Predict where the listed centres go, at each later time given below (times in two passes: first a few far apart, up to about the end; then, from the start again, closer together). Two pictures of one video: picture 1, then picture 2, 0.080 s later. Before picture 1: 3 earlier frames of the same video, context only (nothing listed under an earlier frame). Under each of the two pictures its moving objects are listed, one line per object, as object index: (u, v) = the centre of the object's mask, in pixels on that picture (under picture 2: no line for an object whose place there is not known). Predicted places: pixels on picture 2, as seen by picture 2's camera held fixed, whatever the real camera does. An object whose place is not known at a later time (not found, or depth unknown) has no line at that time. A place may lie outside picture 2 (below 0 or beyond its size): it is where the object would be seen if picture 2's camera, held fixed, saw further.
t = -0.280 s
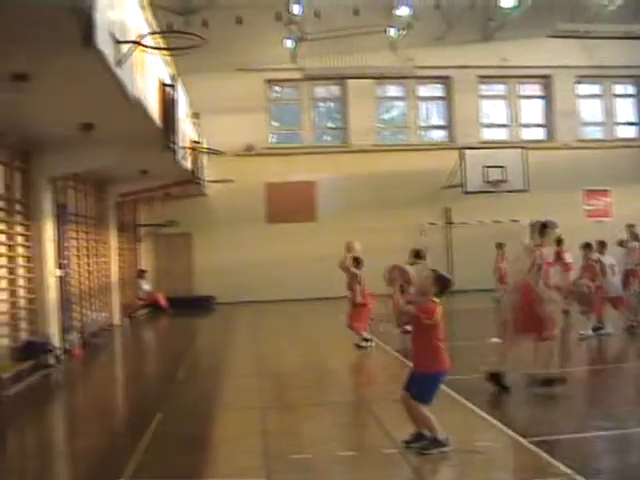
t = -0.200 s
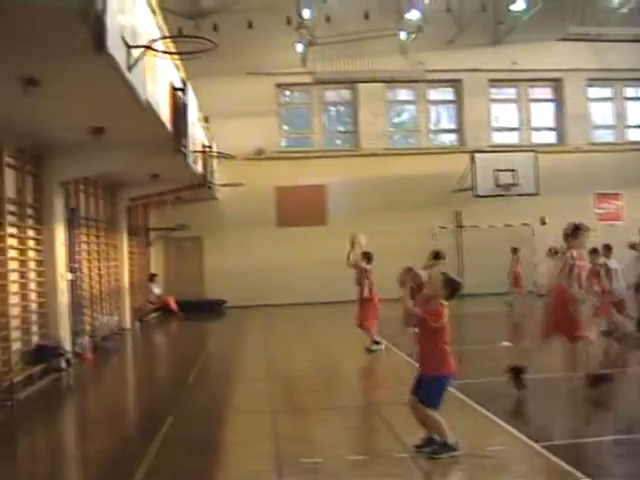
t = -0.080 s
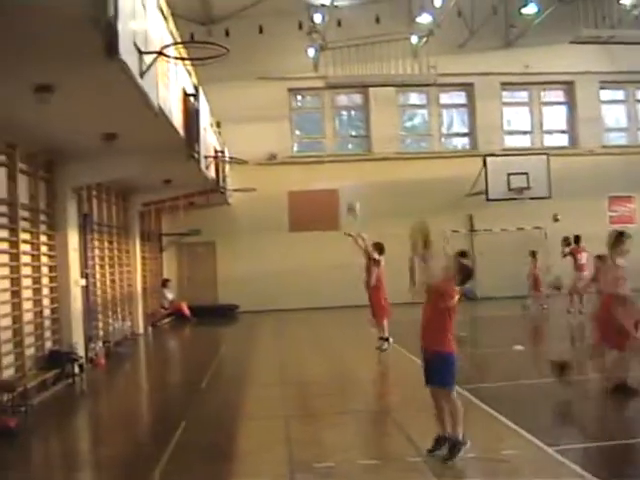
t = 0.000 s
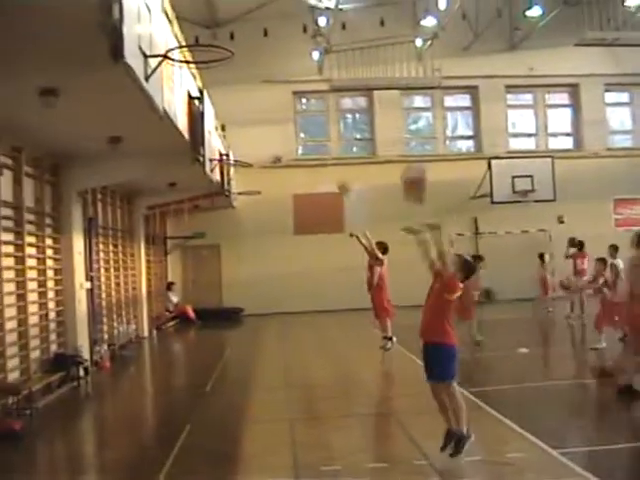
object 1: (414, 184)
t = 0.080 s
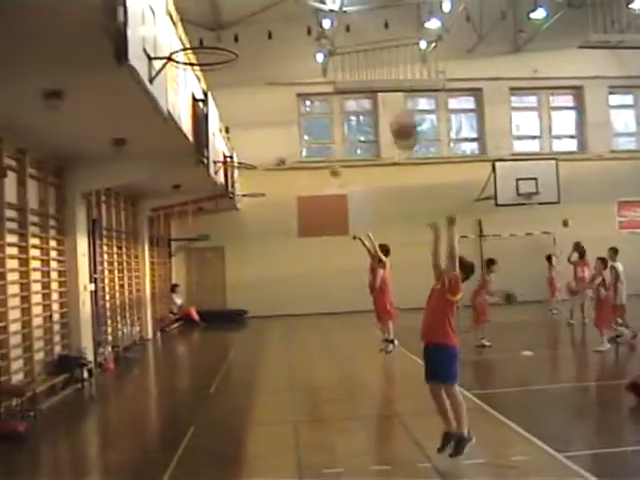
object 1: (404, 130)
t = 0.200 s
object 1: (382, 65)
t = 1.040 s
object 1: (252, 145)
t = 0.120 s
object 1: (397, 108)
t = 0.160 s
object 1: (390, 86)
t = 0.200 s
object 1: (382, 65)
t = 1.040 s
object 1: (252, 145)
